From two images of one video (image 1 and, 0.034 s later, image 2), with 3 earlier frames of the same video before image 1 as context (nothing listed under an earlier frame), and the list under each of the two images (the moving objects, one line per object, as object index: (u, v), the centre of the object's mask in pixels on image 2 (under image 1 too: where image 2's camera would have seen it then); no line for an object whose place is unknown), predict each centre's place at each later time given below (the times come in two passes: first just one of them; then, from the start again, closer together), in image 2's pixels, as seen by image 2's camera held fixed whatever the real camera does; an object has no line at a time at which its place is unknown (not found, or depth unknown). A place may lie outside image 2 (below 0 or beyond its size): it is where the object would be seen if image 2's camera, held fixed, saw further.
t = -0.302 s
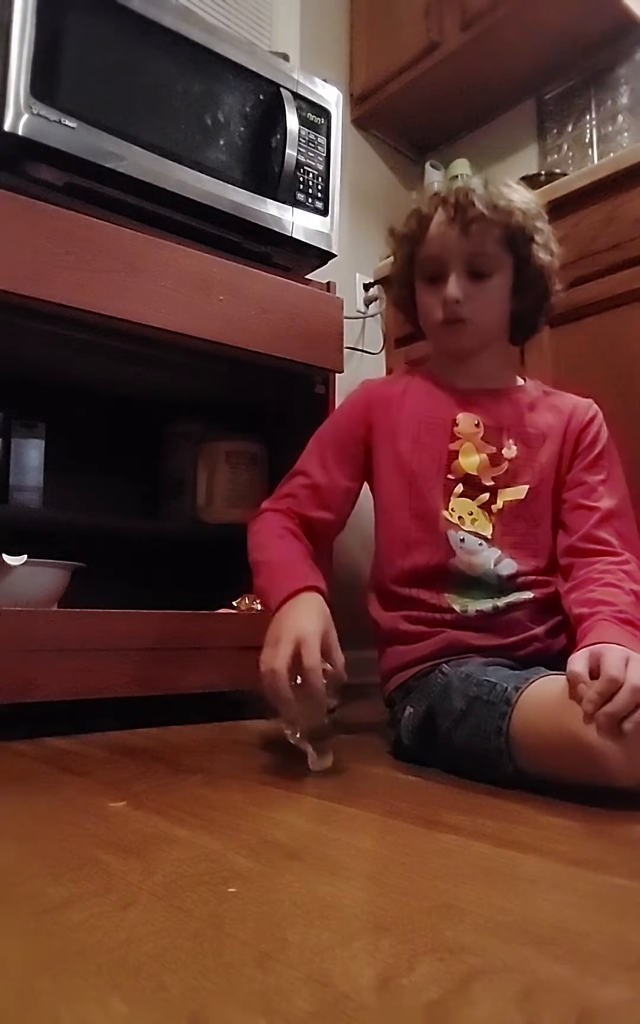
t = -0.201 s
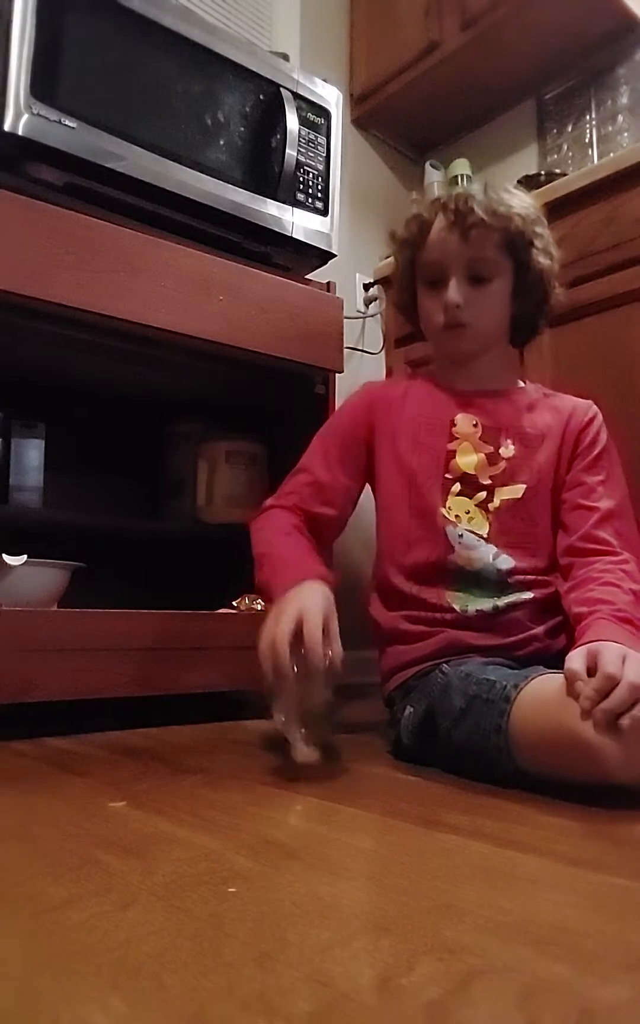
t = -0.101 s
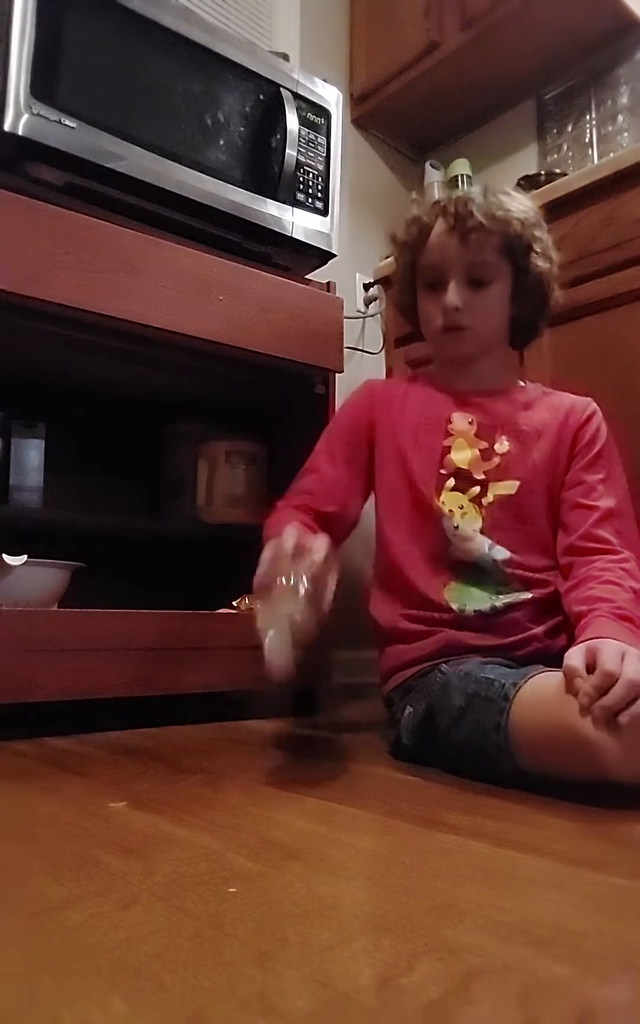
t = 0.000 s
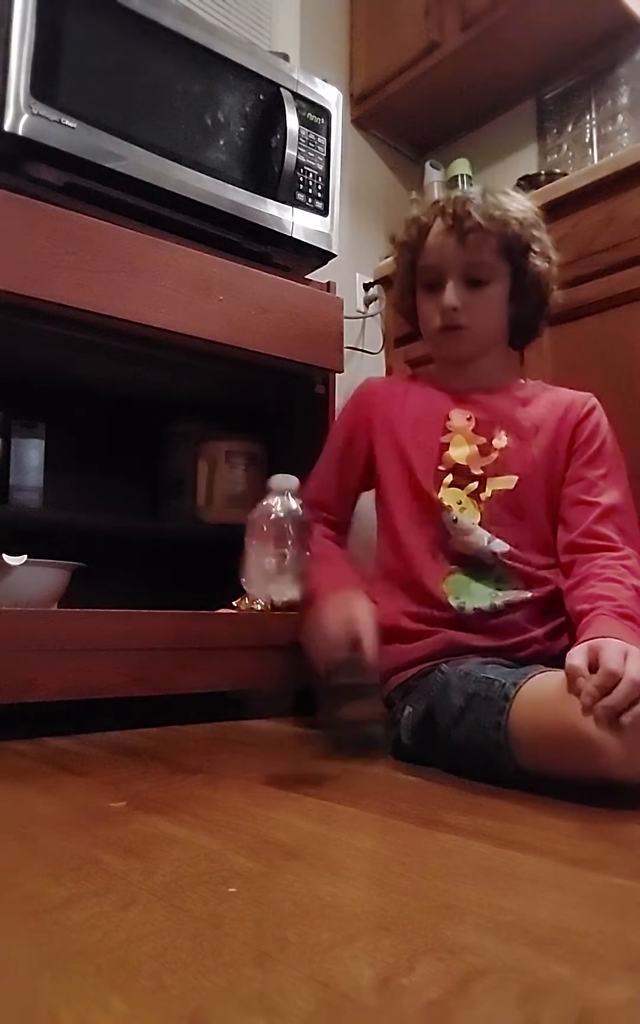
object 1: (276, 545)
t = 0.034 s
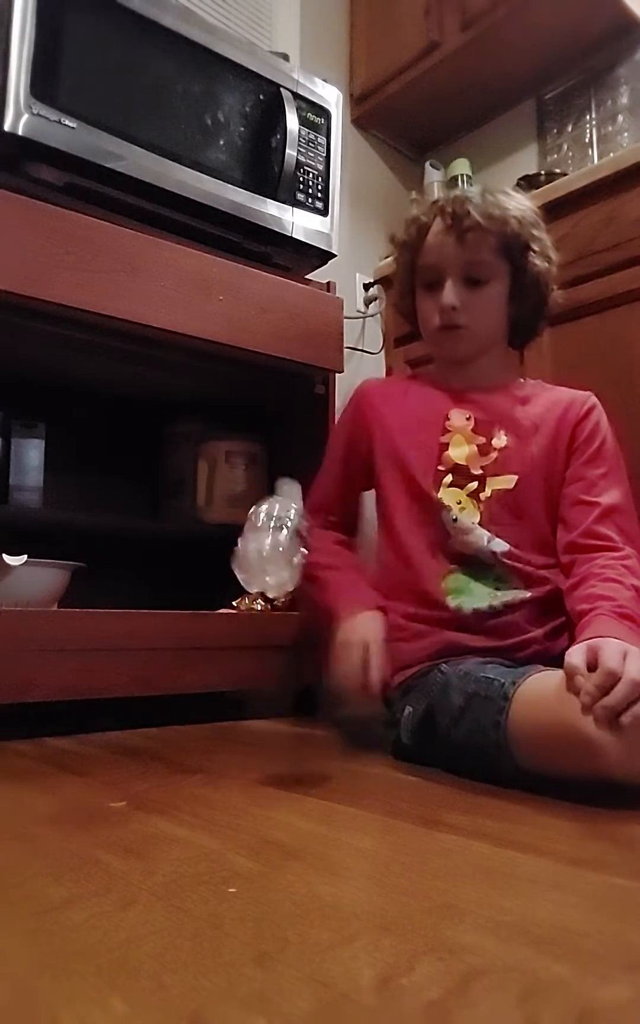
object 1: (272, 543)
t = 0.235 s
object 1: (260, 724)
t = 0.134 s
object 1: (264, 600)
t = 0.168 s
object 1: (263, 645)
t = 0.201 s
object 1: (260, 704)
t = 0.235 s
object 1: (260, 724)
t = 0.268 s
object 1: (258, 746)
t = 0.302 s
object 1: (255, 767)
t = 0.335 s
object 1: (255, 772)
